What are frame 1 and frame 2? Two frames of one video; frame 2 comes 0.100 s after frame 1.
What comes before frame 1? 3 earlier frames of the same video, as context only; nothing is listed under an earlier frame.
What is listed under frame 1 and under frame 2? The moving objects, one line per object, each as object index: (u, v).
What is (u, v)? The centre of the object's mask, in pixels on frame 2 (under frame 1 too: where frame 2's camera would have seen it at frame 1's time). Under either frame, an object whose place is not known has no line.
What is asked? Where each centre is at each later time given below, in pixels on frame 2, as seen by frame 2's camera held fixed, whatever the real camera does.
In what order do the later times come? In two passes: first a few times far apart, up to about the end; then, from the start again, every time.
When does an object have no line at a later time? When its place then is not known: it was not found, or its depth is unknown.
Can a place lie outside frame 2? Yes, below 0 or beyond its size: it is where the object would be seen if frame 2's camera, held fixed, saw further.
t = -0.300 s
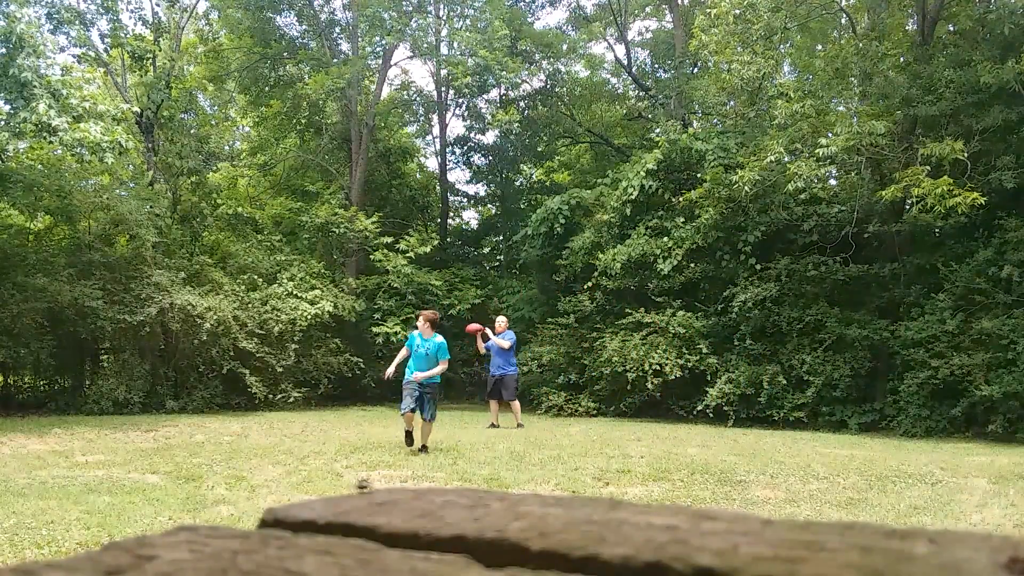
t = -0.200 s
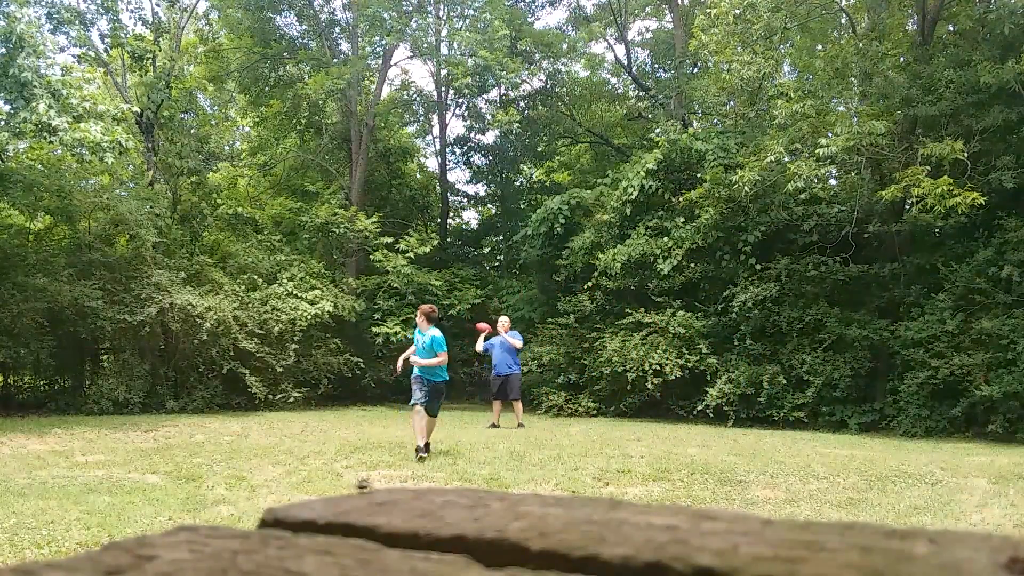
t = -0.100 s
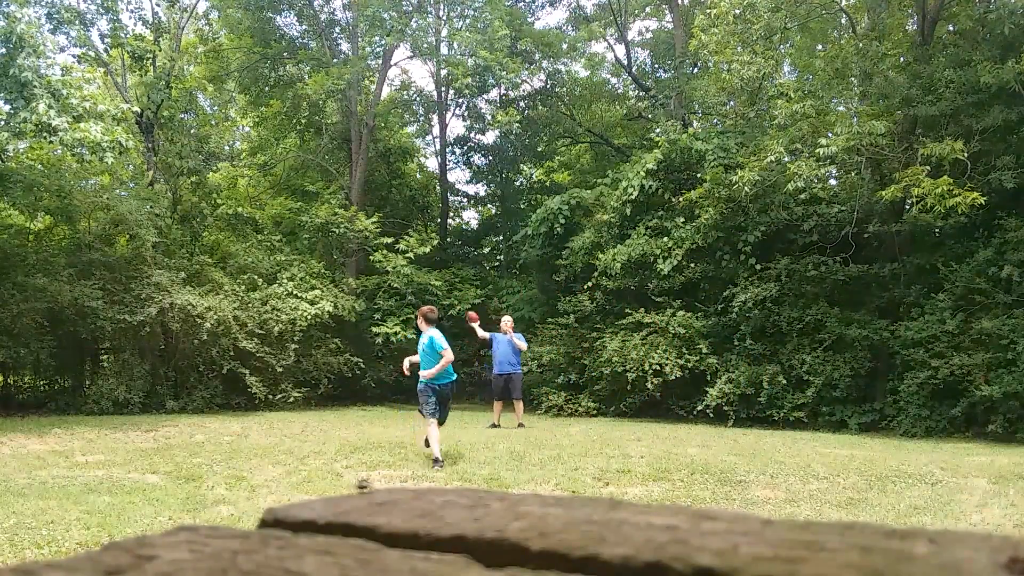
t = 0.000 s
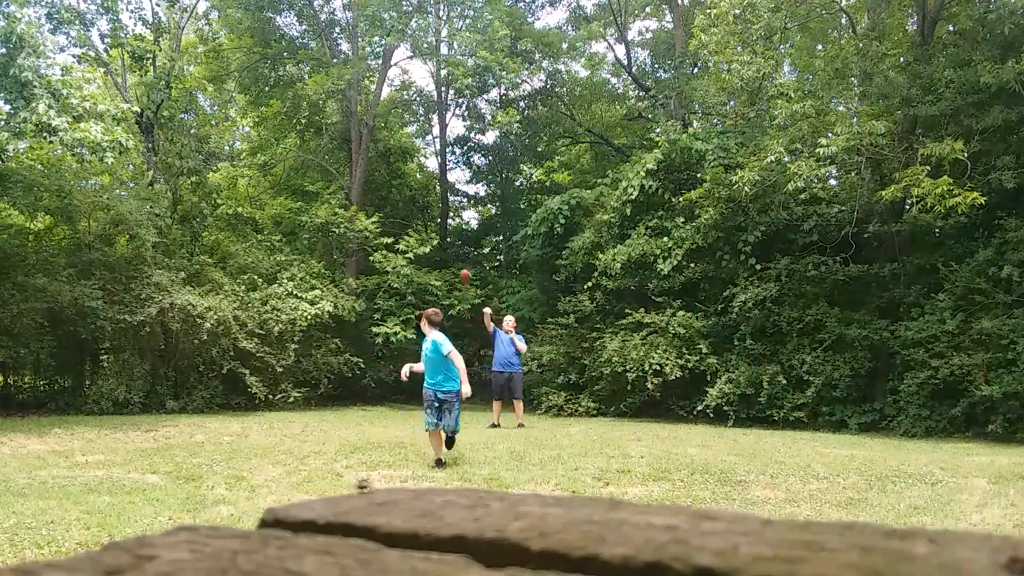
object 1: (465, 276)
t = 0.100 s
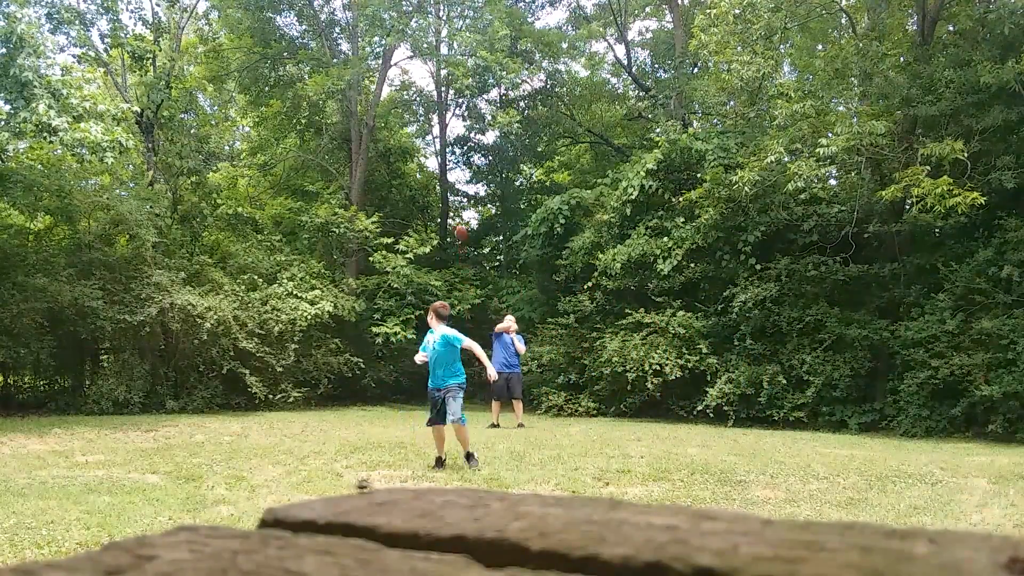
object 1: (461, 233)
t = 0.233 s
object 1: (454, 180)
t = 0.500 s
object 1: (437, 95)
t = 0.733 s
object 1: (417, 54)
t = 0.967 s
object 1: (386, 63)
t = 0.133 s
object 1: (458, 219)
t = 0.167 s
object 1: (457, 206)
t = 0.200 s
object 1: (455, 192)
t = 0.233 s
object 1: (454, 180)
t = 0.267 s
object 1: (452, 168)
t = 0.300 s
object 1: (450, 154)
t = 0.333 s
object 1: (447, 143)
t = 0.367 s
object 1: (445, 135)
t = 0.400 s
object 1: (443, 122)
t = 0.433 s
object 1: (441, 112)
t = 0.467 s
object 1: (440, 103)
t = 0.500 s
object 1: (437, 95)
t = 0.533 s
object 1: (434, 87)
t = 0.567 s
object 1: (432, 80)
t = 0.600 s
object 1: (429, 72)
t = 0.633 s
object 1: (427, 66)
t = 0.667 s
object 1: (424, 61)
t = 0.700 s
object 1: (420, 57)
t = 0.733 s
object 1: (417, 54)
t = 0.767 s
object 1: (413, 52)
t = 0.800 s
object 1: (410, 51)
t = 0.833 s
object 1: (406, 50)
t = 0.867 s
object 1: (401, 51)
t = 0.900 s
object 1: (395, 54)
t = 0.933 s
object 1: (390, 58)
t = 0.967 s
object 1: (386, 63)
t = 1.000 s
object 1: (380, 71)
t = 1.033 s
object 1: (374, 79)
